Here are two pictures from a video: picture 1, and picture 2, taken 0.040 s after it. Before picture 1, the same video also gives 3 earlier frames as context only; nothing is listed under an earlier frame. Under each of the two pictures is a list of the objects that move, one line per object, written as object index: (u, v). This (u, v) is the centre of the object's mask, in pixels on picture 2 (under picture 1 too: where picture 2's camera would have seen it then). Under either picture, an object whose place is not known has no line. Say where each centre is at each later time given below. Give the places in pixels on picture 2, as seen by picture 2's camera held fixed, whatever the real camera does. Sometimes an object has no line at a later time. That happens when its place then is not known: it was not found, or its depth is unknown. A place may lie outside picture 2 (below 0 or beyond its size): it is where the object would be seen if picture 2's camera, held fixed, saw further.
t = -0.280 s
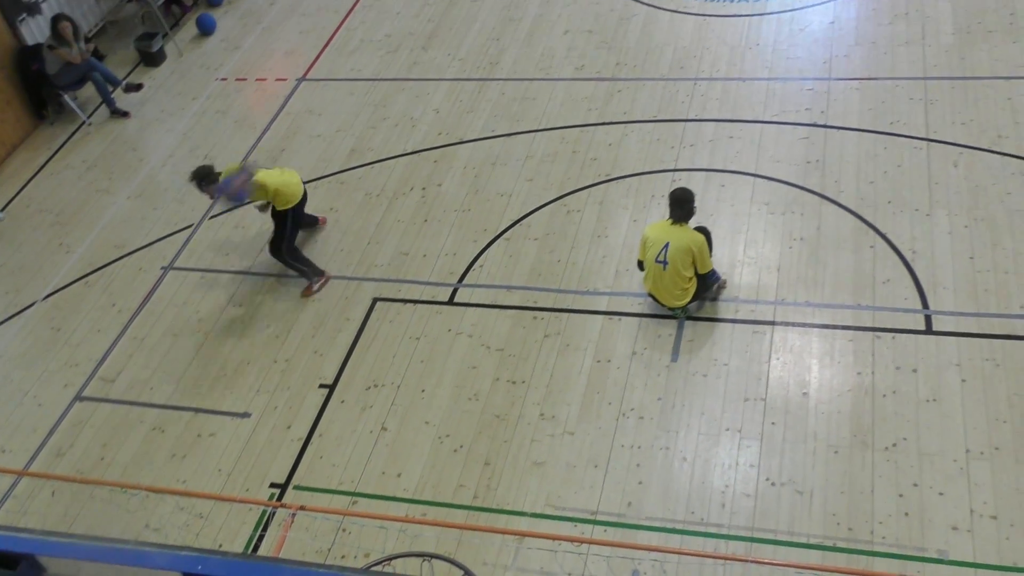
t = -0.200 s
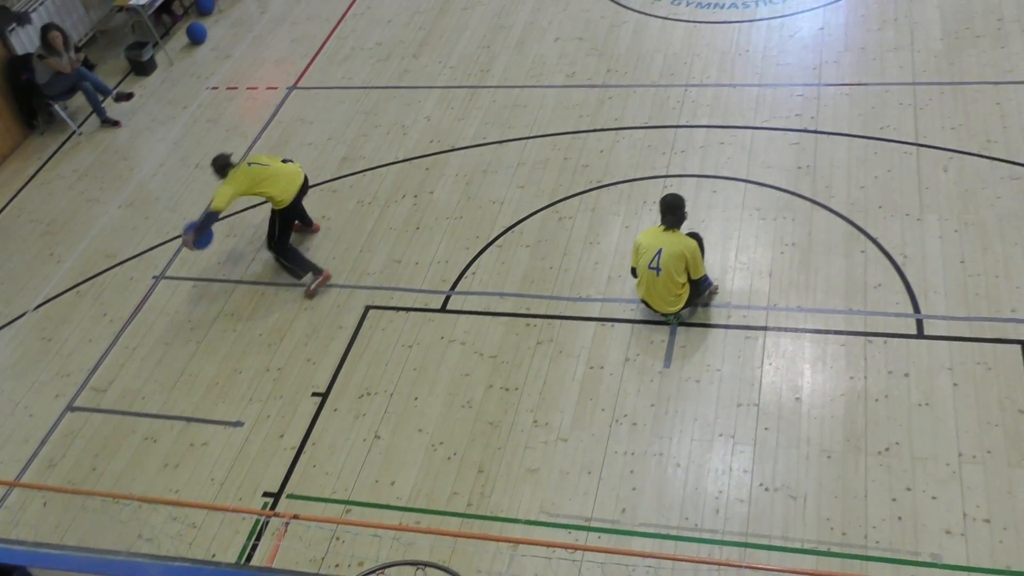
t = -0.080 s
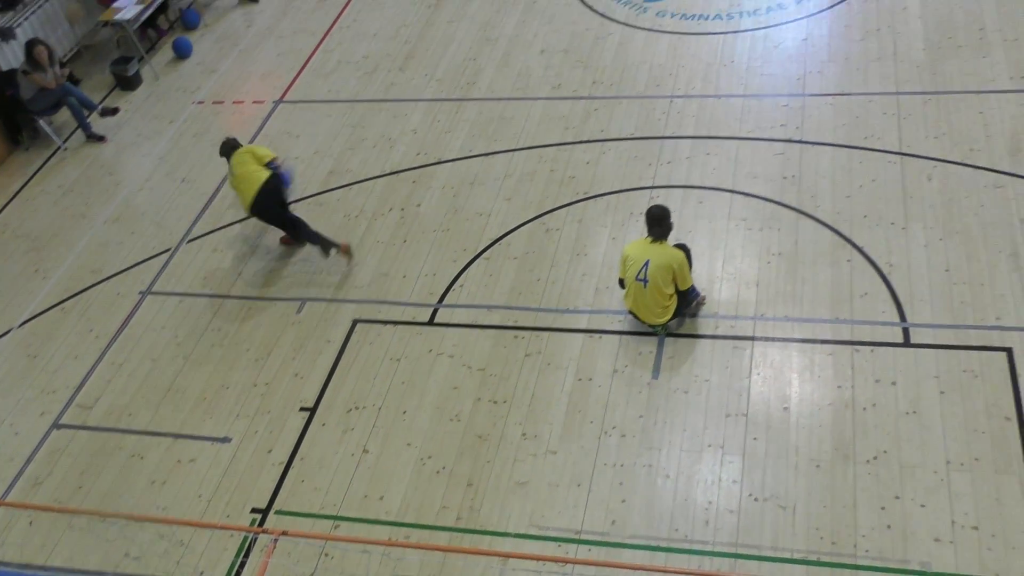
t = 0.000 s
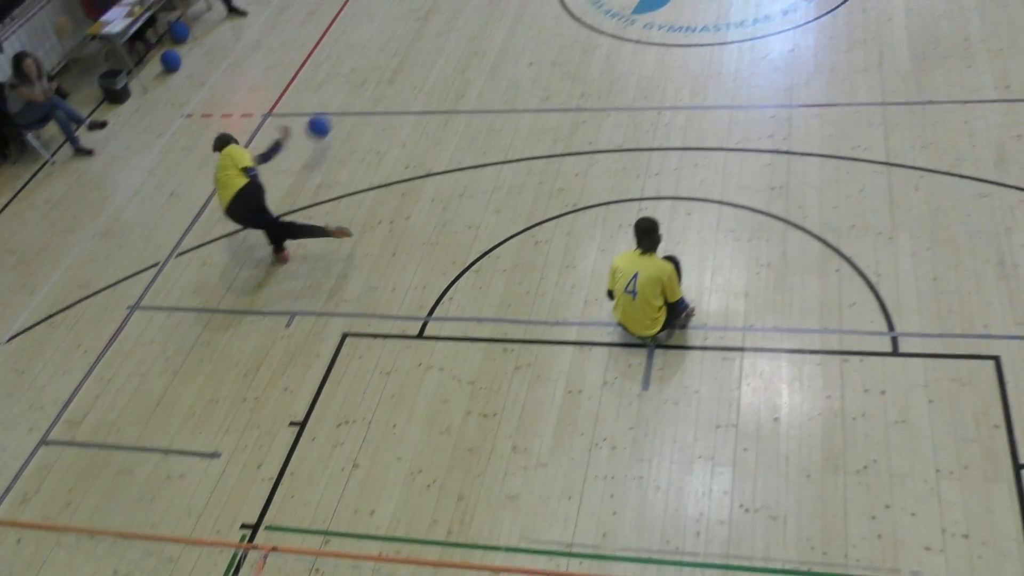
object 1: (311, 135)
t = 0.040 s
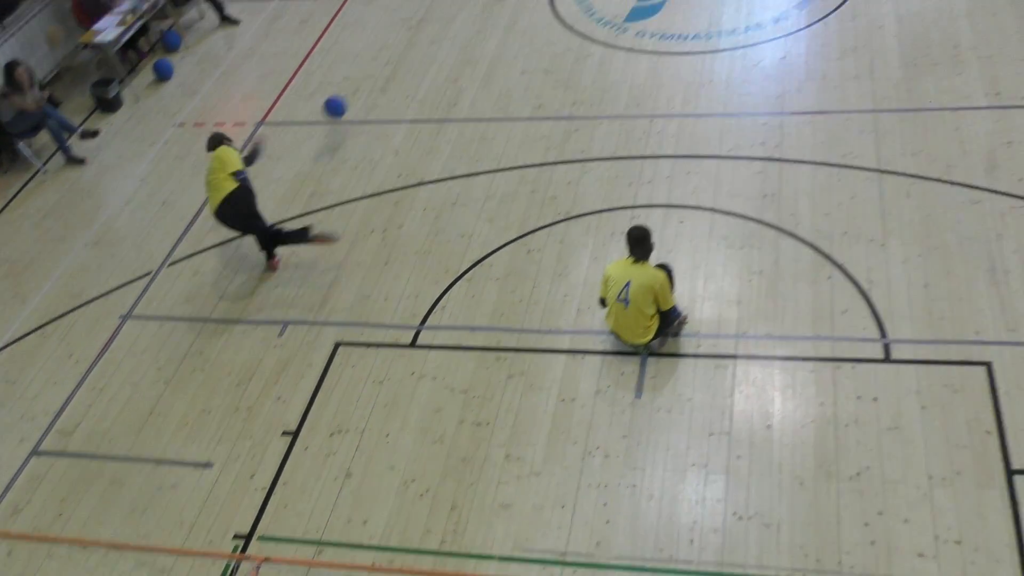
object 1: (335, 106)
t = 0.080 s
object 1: (358, 80)
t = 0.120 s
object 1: (380, 58)
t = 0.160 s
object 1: (401, 38)
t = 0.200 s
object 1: (421, 20)
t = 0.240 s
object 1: (441, 5)
